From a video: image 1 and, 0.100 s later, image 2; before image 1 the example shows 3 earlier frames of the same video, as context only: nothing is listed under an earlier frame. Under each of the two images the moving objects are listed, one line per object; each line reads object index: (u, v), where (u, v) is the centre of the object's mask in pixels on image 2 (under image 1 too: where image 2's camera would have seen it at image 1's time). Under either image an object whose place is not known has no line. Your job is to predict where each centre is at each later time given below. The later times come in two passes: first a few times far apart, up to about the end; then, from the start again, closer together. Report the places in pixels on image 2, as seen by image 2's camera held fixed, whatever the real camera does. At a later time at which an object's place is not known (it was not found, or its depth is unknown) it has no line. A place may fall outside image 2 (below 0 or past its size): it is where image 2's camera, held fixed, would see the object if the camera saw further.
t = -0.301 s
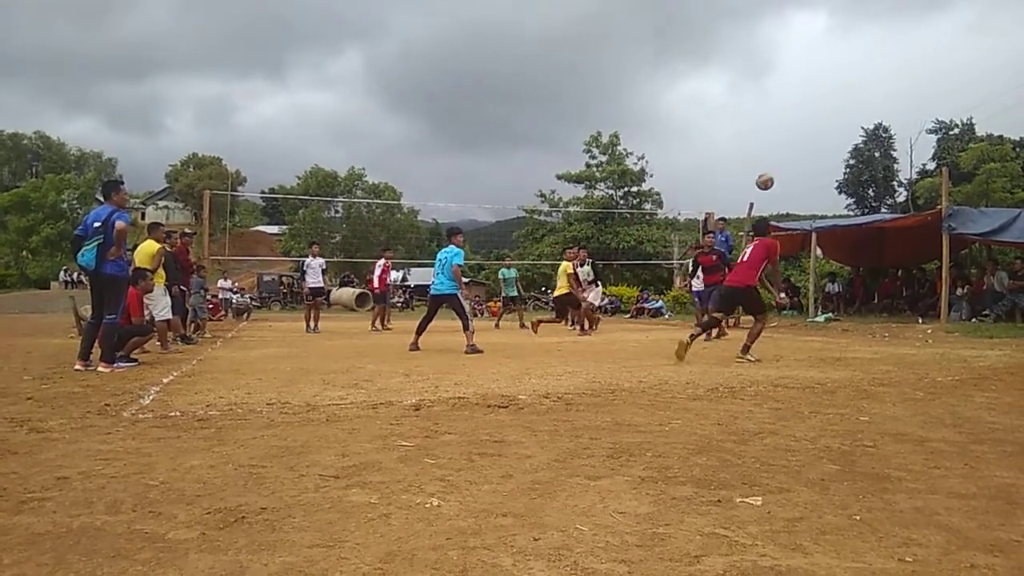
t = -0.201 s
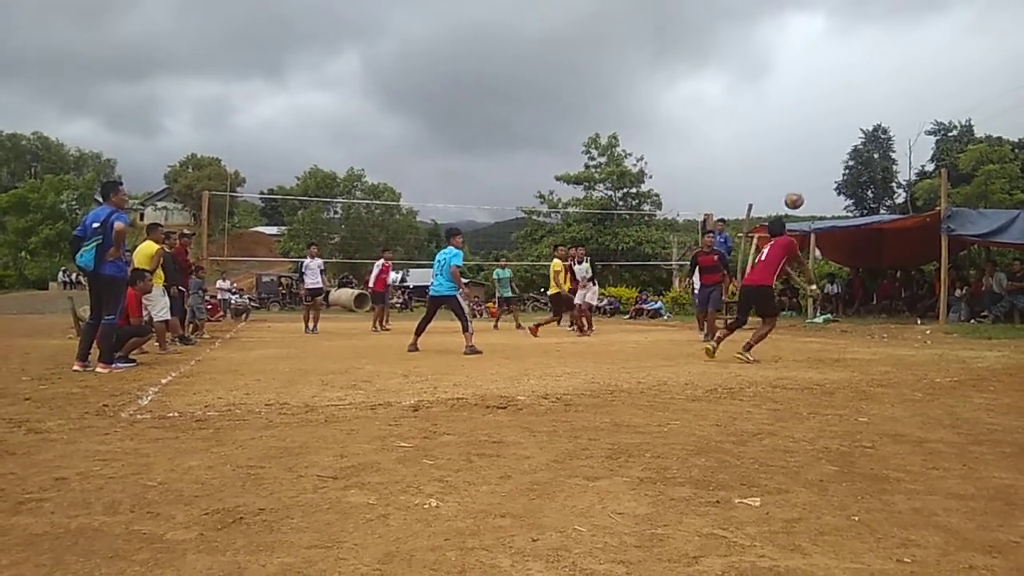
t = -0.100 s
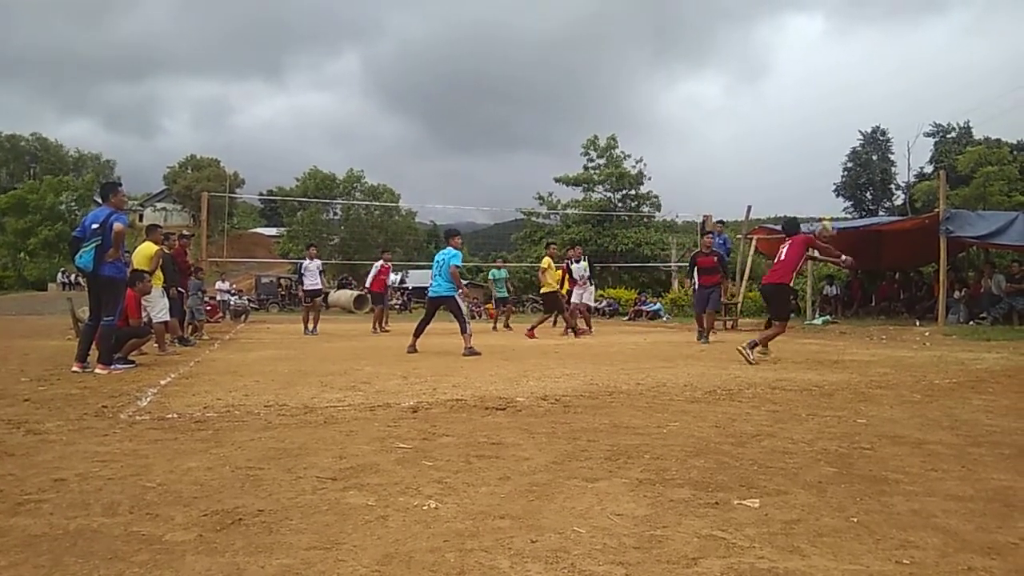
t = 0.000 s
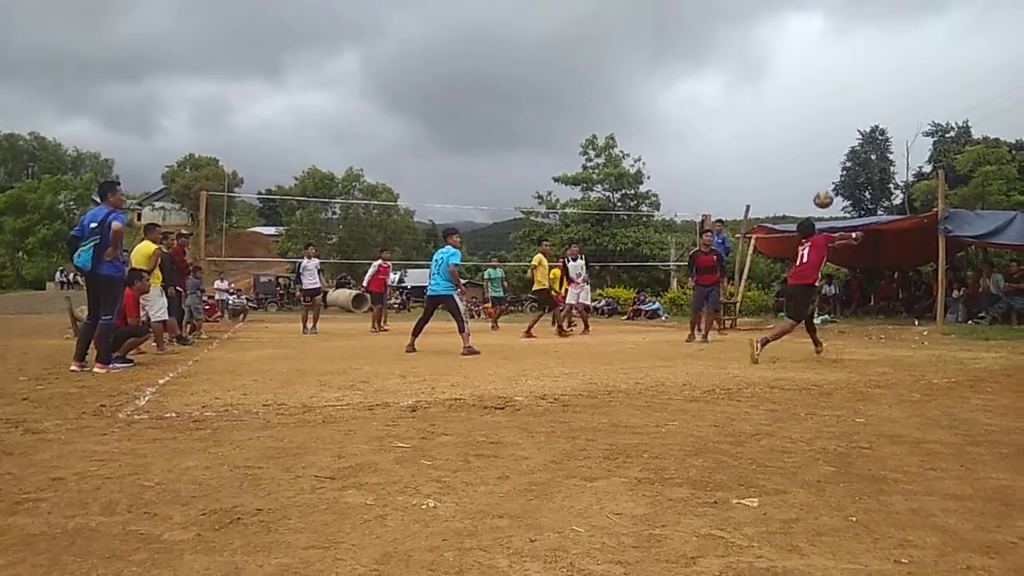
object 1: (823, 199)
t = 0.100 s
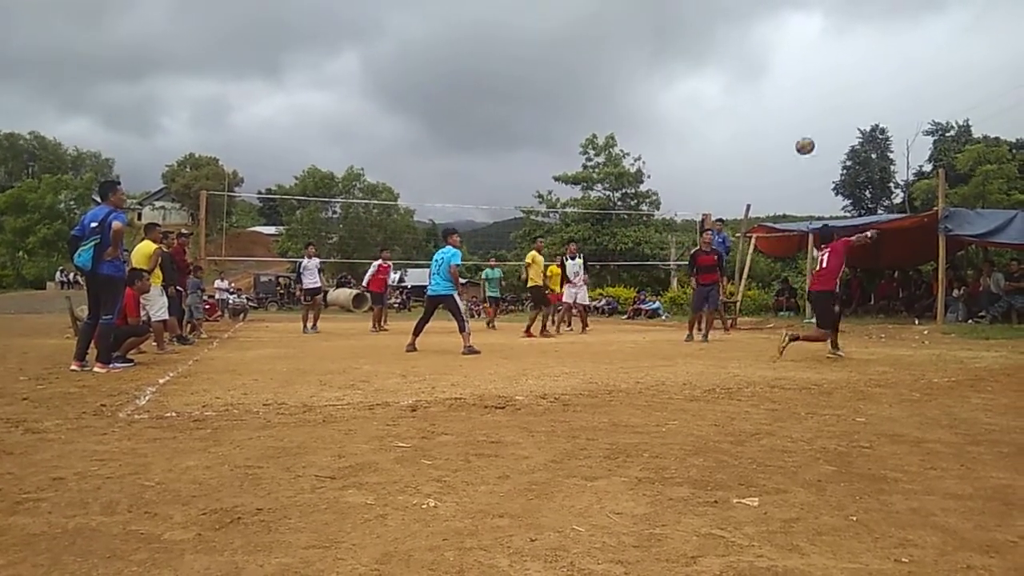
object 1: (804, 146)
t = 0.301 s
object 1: (771, 74)
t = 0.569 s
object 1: (730, 34)
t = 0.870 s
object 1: (690, 47)
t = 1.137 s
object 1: (658, 97)
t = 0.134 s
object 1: (799, 131)
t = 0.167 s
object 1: (792, 117)
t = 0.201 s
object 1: (787, 105)
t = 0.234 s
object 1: (782, 93)
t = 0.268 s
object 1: (776, 83)
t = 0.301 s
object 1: (771, 74)
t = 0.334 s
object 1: (765, 66)
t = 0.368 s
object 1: (760, 58)
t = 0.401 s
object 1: (755, 52)
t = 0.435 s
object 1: (750, 47)
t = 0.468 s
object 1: (745, 42)
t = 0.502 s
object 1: (740, 39)
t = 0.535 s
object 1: (736, 36)
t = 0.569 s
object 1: (730, 34)
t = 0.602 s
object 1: (726, 33)
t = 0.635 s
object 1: (721, 32)
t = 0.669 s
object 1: (716, 32)
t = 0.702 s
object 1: (712, 33)
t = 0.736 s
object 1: (708, 34)
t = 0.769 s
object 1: (703, 37)
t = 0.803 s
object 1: (699, 40)
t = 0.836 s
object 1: (694, 43)
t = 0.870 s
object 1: (690, 47)
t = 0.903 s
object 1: (686, 51)
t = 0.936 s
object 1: (682, 57)
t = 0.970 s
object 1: (677, 62)
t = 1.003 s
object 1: (673, 69)
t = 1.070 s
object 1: (665, 82)
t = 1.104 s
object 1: (661, 89)
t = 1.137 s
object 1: (658, 97)
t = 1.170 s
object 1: (653, 106)
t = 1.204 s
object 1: (650, 115)
